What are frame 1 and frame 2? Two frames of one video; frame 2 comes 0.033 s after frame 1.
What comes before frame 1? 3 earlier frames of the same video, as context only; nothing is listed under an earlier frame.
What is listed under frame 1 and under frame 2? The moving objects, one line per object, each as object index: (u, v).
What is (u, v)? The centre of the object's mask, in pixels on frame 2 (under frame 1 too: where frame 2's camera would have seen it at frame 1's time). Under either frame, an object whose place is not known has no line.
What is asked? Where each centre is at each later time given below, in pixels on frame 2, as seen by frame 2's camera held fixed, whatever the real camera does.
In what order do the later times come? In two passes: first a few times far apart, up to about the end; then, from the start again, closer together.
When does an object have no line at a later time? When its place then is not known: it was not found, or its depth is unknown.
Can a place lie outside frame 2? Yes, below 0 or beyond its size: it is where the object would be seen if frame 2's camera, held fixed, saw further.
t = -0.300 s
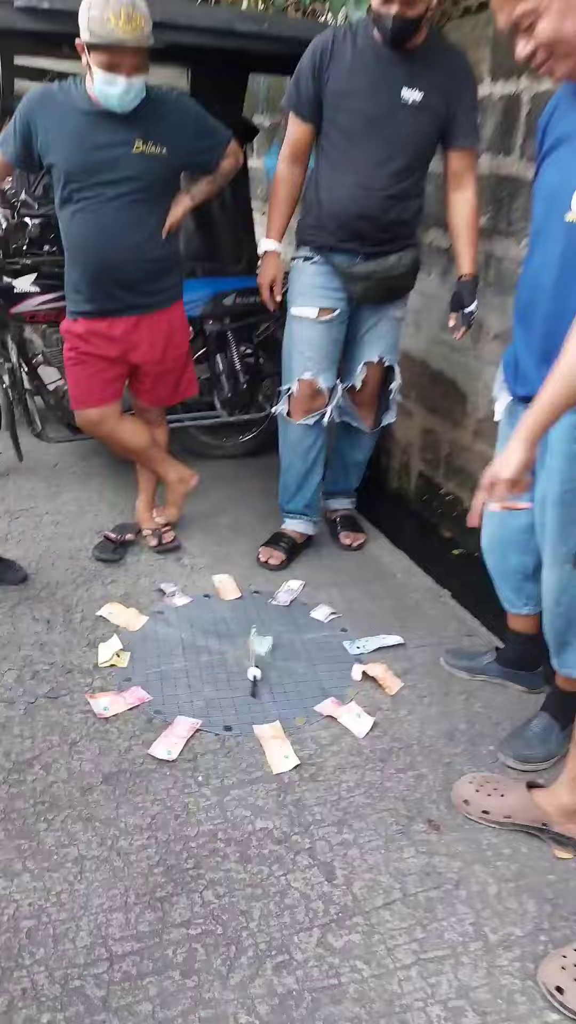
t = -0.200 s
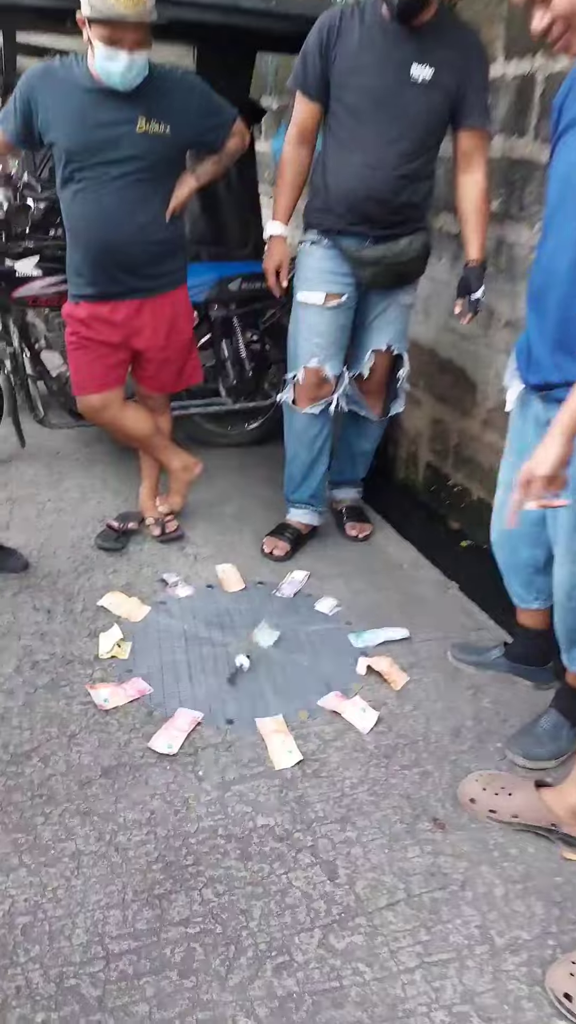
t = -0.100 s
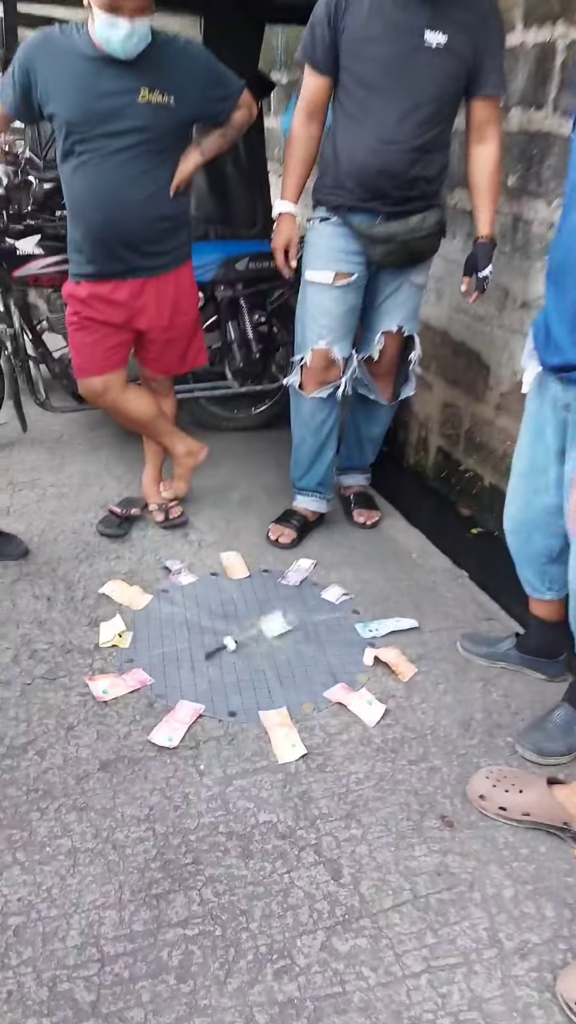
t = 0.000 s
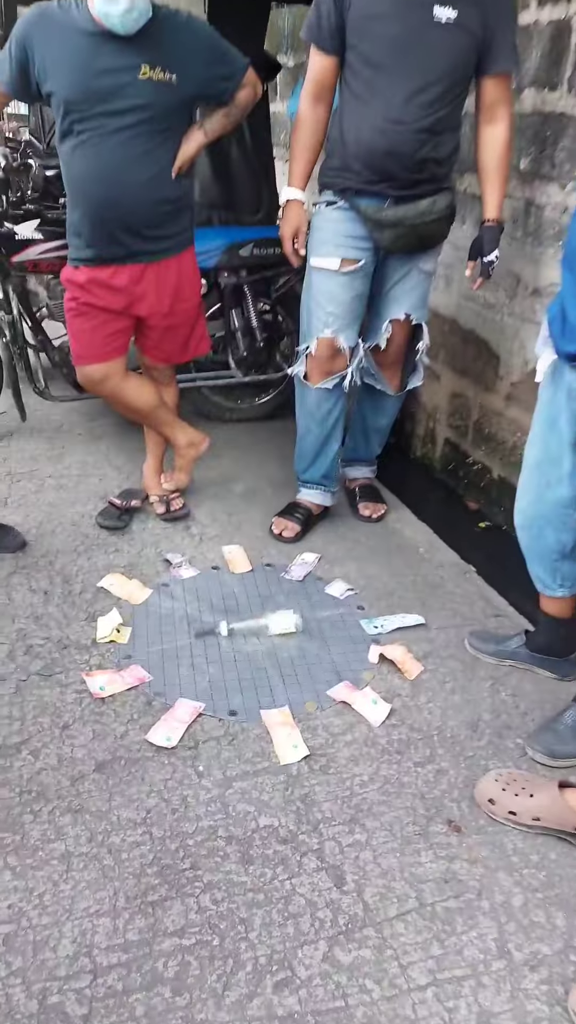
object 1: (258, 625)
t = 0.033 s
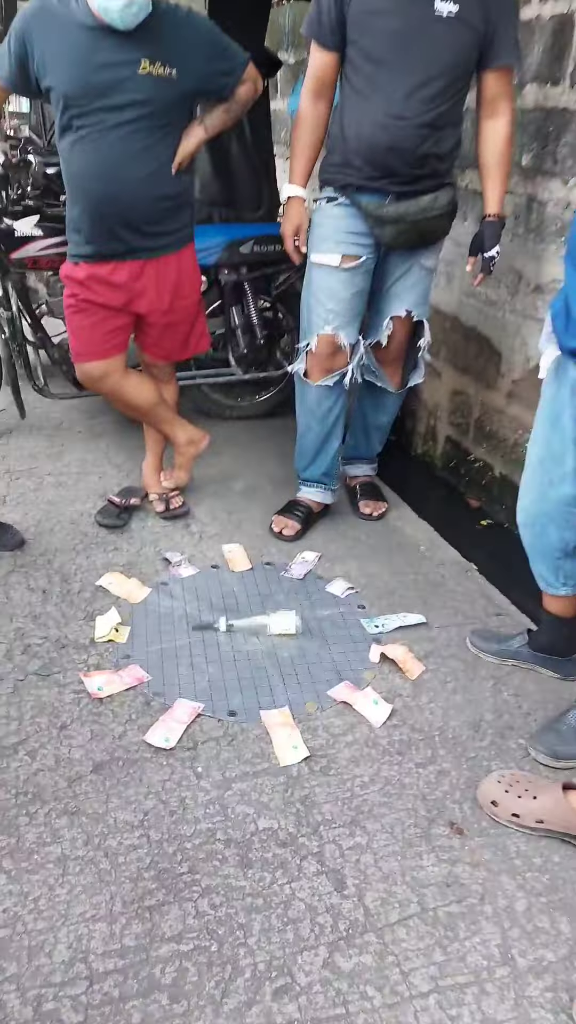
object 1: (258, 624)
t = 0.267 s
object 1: (267, 622)
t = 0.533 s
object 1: (269, 622)
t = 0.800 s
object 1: (270, 623)
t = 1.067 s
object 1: (270, 623)
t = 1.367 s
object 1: (270, 623)
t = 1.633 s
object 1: (270, 623)
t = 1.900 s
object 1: (269, 623)
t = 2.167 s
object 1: (270, 623)
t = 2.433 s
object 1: (270, 623)
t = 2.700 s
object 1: (270, 623)
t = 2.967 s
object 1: (270, 623)
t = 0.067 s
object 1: (259, 624)
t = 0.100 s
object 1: (261, 623)
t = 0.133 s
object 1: (262, 622)
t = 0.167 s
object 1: (263, 622)
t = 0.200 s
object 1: (264, 621)
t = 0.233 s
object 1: (266, 621)
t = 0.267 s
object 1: (267, 622)
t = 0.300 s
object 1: (267, 621)
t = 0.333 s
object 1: (267, 621)
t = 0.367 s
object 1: (269, 622)
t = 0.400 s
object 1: (269, 622)
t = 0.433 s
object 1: (268, 622)
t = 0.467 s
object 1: (268, 622)
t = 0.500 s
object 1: (268, 622)
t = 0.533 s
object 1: (269, 622)
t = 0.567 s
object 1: (269, 622)
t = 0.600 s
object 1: (270, 622)
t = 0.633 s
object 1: (270, 622)
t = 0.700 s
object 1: (270, 623)
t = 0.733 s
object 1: (270, 623)
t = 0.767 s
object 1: (270, 623)
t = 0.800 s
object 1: (270, 623)
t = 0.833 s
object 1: (269, 623)
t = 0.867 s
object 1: (269, 623)
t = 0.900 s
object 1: (269, 623)
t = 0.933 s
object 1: (269, 623)
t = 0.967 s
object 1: (269, 623)
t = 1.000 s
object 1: (269, 623)
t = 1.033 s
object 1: (270, 623)
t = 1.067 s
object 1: (270, 623)
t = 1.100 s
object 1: (270, 623)
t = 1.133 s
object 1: (270, 623)
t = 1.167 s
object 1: (270, 623)
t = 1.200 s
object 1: (270, 624)
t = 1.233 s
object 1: (270, 624)
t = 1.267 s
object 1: (270, 624)
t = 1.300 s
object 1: (270, 623)
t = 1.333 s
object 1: (270, 623)
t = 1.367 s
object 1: (270, 623)
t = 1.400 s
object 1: (270, 623)
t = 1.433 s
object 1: (270, 623)
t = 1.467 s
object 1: (270, 623)
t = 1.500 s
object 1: (270, 624)
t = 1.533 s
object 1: (270, 624)
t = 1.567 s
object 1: (270, 623)
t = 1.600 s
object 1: (270, 623)
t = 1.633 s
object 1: (270, 623)
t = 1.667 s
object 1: (270, 623)
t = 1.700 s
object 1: (270, 623)
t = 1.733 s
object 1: (270, 623)
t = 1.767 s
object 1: (270, 623)
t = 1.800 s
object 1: (269, 623)
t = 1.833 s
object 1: (269, 623)
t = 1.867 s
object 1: (269, 623)
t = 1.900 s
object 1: (269, 623)
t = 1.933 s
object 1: (269, 623)
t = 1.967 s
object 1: (269, 623)
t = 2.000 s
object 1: (269, 623)
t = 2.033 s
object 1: (269, 623)
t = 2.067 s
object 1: (270, 623)
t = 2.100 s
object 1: (270, 623)
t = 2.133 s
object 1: (270, 623)
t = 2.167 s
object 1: (270, 623)
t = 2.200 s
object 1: (270, 623)
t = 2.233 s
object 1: (270, 623)
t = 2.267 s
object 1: (270, 623)
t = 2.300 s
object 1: (270, 623)
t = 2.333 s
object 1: (270, 623)
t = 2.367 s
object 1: (270, 623)
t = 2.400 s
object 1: (270, 623)
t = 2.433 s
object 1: (270, 623)
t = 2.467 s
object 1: (270, 623)
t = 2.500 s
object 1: (270, 623)
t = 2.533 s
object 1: (270, 623)
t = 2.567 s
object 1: (270, 623)
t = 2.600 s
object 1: (270, 623)
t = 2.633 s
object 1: (270, 623)
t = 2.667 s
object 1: (270, 623)
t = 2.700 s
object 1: (270, 623)
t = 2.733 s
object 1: (270, 623)
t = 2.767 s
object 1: (270, 623)
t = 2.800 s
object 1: (270, 623)
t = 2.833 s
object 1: (270, 623)
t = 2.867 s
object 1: (270, 623)
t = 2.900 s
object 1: (270, 623)
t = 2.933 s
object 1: (270, 623)
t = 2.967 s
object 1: (270, 623)
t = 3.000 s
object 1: (270, 623)
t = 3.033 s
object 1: (270, 623)
